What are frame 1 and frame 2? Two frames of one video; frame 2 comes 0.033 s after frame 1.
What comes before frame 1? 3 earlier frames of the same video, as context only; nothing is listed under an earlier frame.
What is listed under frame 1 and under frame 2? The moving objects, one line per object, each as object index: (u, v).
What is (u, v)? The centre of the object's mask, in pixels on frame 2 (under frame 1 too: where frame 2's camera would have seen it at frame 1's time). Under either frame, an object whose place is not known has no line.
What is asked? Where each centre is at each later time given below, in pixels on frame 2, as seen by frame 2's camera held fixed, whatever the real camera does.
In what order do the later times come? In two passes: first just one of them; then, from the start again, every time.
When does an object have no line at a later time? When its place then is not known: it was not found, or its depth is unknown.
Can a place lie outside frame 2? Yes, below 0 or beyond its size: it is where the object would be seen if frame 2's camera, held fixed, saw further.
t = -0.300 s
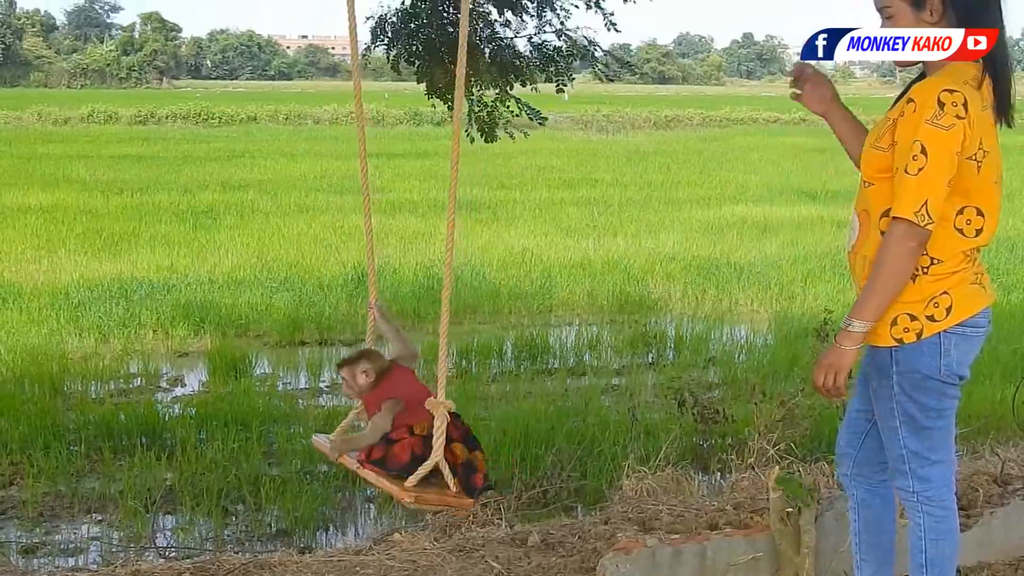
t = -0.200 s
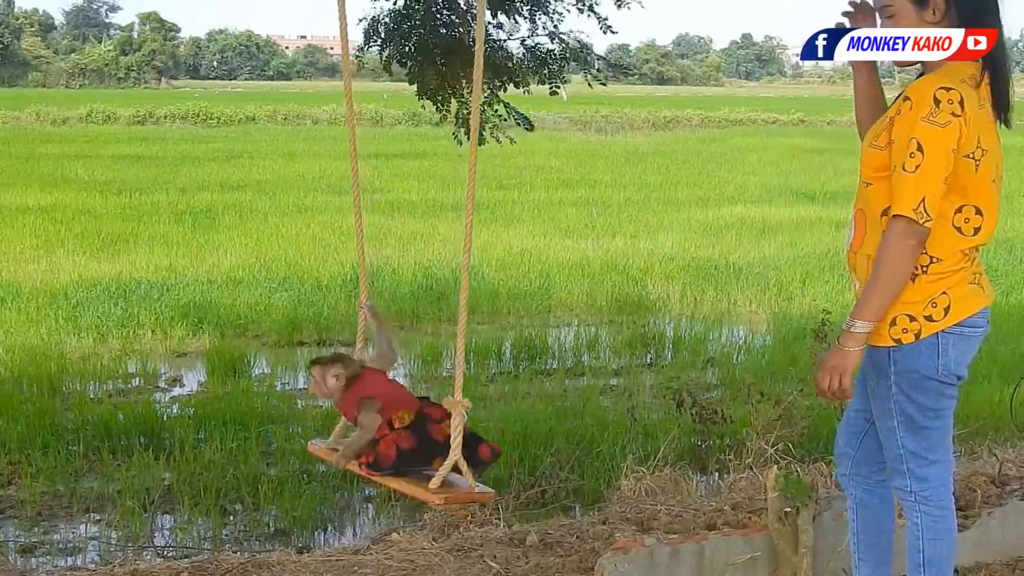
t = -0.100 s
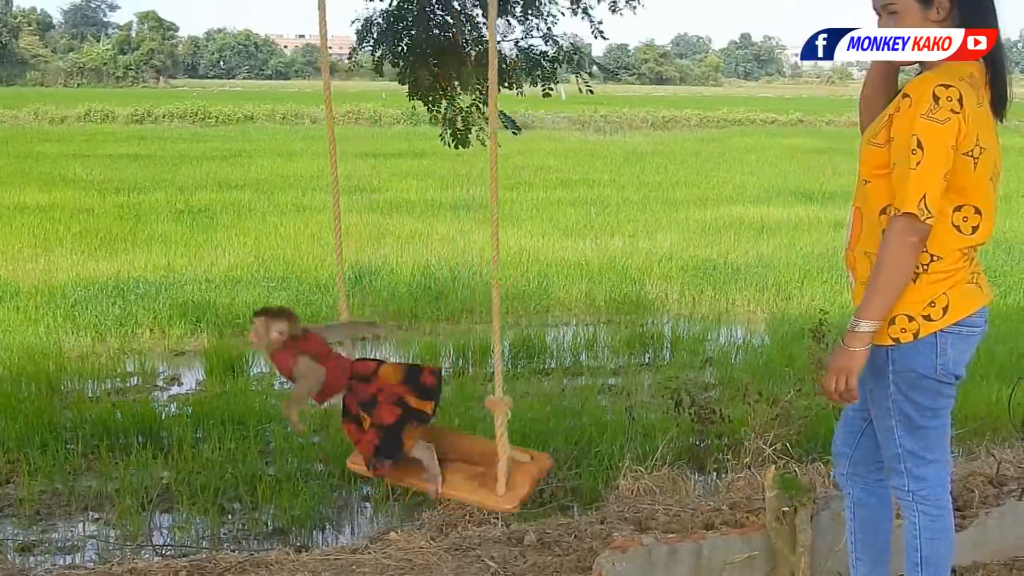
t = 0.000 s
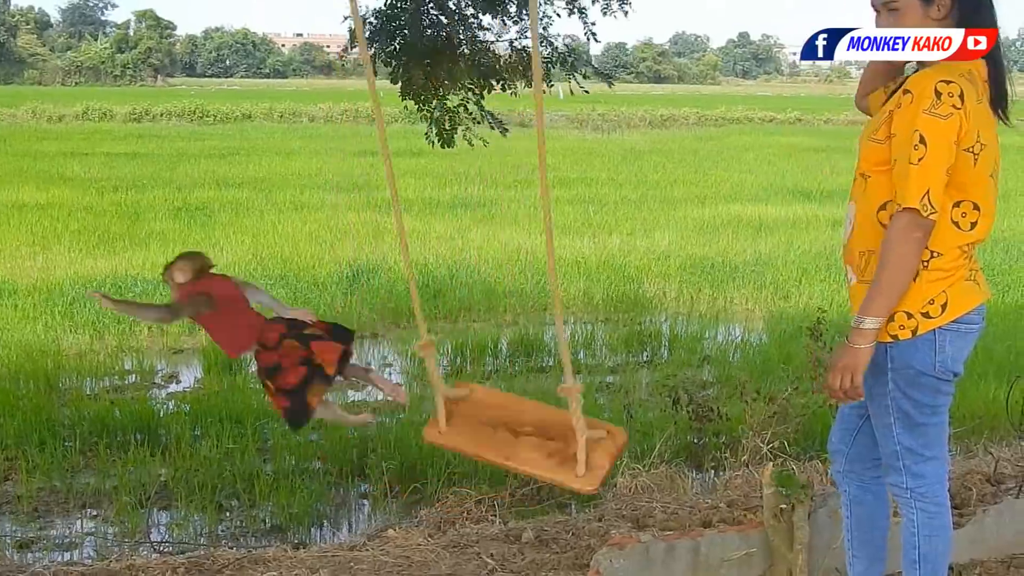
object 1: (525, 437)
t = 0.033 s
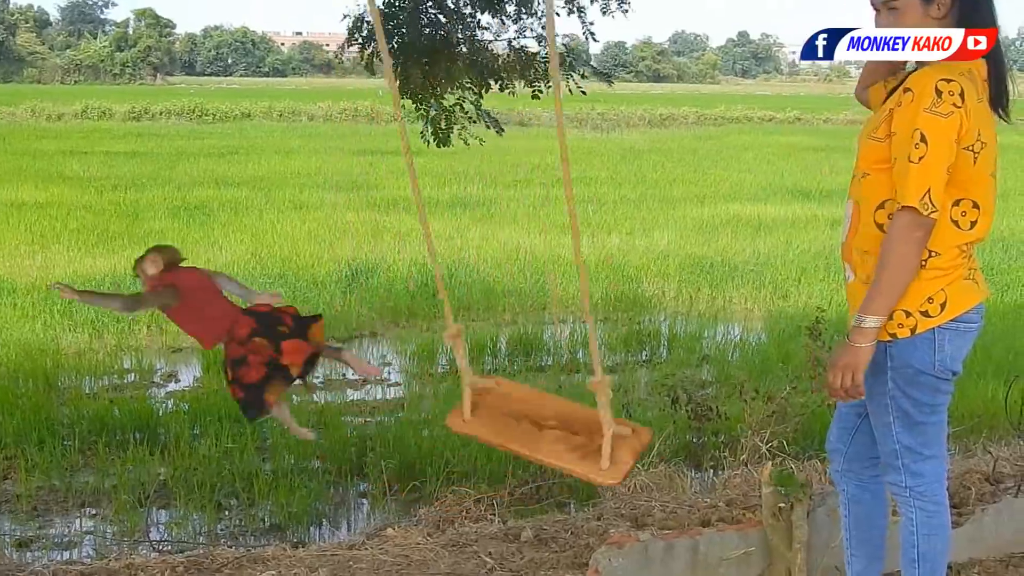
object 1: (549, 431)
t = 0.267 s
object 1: (692, 403)
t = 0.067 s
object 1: (571, 427)
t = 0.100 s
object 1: (595, 423)
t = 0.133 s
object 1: (617, 419)
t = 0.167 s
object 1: (636, 414)
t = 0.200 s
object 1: (656, 411)
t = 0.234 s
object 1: (676, 408)
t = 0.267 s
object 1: (692, 403)
